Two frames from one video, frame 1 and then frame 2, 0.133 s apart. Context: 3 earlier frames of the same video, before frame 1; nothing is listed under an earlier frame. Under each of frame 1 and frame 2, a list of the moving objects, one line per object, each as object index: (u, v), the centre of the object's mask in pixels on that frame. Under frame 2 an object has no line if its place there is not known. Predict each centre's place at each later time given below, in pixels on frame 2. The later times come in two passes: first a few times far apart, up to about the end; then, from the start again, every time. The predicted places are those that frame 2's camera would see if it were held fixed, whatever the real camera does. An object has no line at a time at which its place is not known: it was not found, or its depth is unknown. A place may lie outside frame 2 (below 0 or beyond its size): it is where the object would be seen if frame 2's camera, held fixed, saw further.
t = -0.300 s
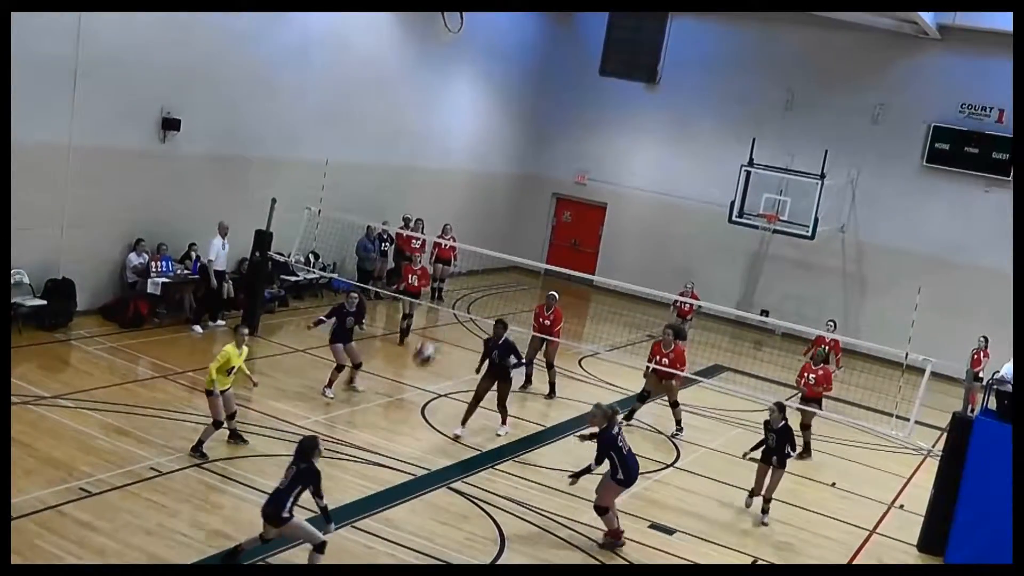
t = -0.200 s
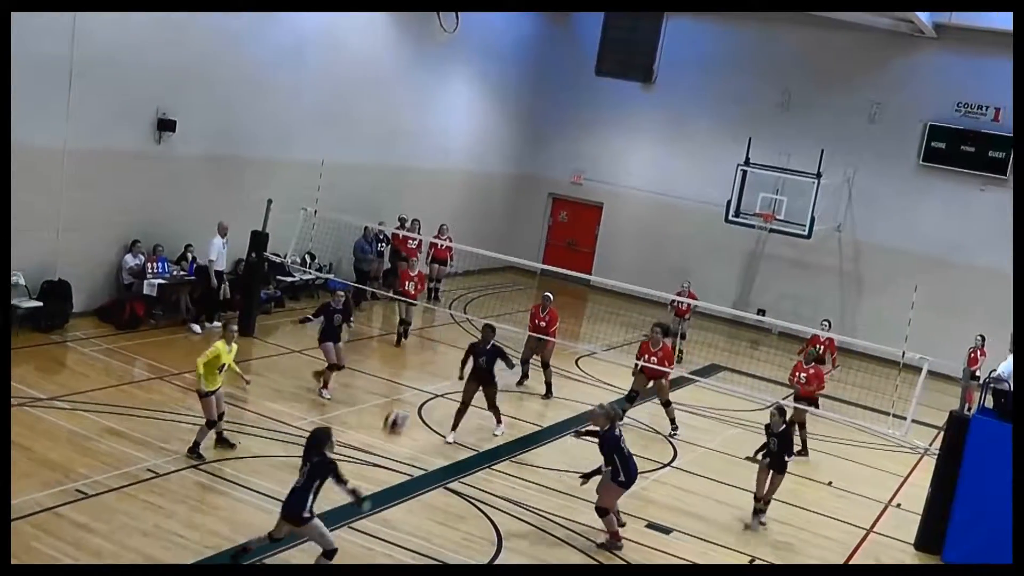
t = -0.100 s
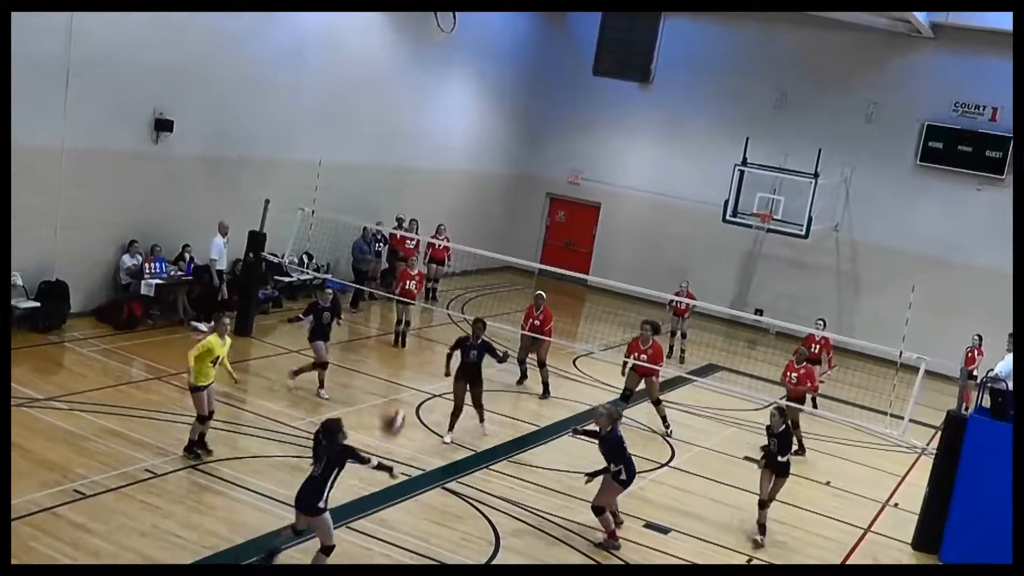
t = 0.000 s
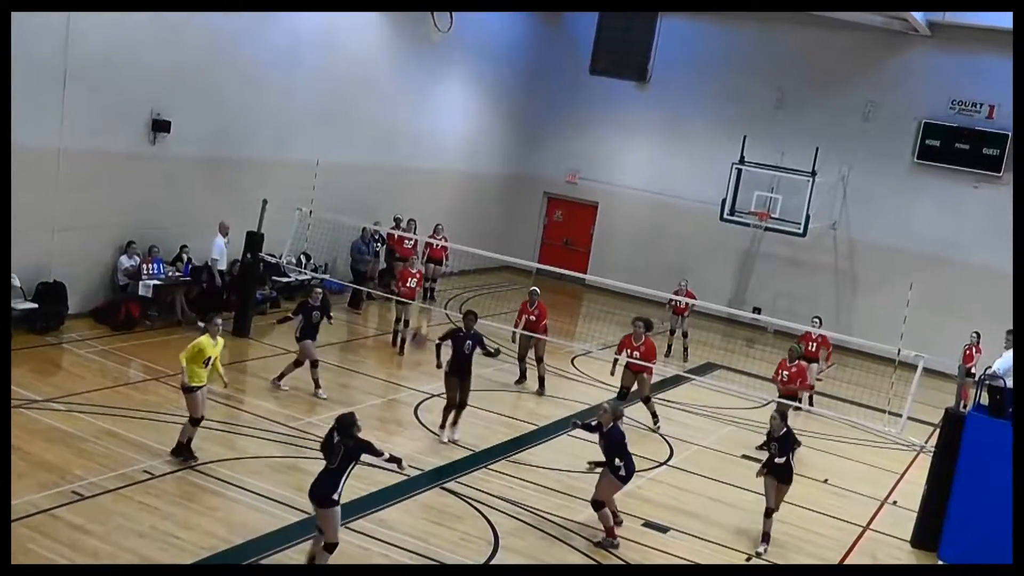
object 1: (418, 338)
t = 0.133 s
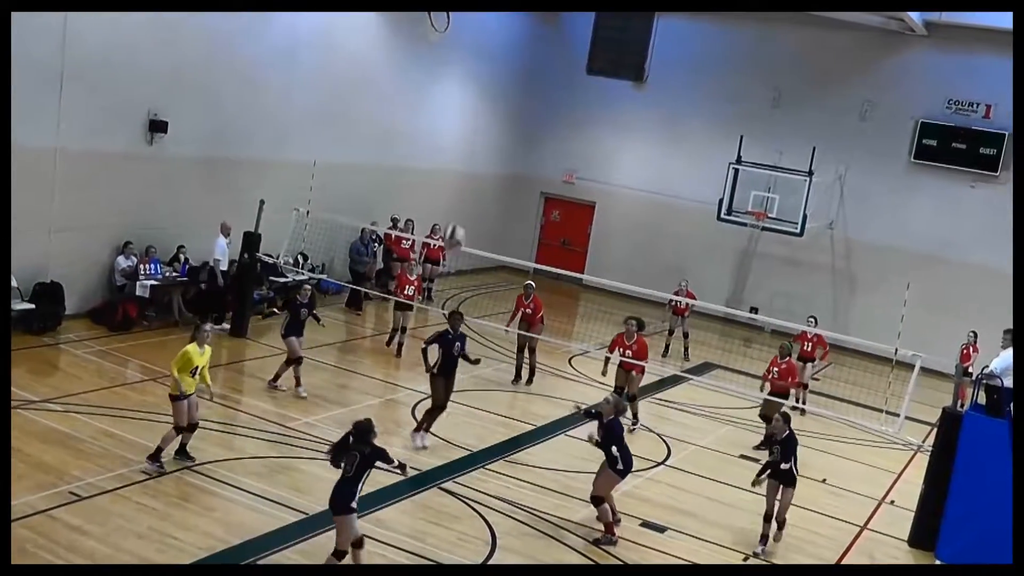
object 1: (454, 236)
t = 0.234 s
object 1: (475, 181)
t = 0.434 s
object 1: (513, 104)
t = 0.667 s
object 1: (545, 72)
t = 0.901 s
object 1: (565, 92)
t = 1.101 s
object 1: (570, 146)
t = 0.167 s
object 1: (461, 218)
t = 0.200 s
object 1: (468, 199)
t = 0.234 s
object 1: (475, 181)
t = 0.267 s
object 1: (482, 166)
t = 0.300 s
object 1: (489, 151)
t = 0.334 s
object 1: (496, 136)
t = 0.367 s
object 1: (502, 125)
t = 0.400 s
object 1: (507, 114)
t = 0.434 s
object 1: (513, 104)
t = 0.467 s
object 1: (518, 97)
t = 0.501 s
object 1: (523, 89)
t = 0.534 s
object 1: (529, 83)
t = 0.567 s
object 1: (533, 79)
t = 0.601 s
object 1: (537, 75)
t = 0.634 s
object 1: (542, 73)
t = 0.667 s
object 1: (545, 72)
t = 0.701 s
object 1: (548, 72)
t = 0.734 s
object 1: (552, 73)
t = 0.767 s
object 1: (554, 74)
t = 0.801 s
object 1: (556, 77)
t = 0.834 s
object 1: (562, 81)
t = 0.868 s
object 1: (565, 86)
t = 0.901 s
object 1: (565, 92)
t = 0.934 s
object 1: (566, 98)
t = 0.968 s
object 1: (567, 107)
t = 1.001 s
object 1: (569, 115)
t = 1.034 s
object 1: (570, 124)
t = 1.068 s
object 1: (569, 135)
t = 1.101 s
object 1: (570, 146)
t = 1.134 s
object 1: (572, 157)
